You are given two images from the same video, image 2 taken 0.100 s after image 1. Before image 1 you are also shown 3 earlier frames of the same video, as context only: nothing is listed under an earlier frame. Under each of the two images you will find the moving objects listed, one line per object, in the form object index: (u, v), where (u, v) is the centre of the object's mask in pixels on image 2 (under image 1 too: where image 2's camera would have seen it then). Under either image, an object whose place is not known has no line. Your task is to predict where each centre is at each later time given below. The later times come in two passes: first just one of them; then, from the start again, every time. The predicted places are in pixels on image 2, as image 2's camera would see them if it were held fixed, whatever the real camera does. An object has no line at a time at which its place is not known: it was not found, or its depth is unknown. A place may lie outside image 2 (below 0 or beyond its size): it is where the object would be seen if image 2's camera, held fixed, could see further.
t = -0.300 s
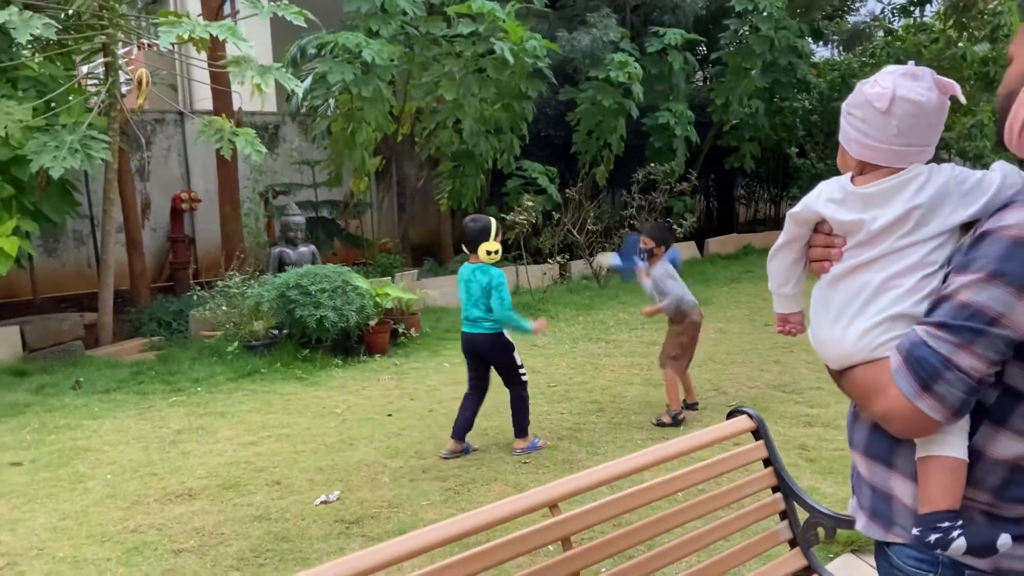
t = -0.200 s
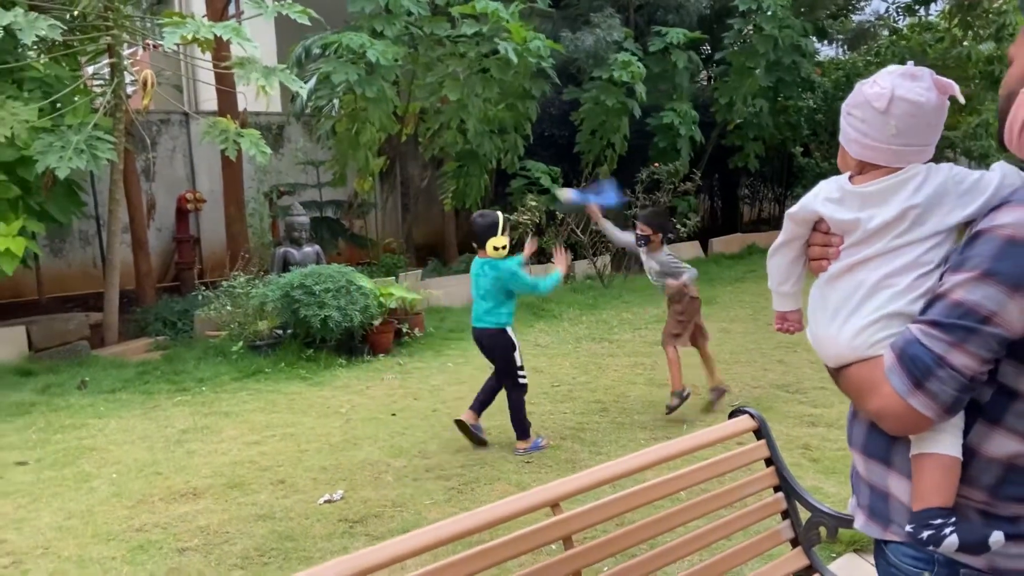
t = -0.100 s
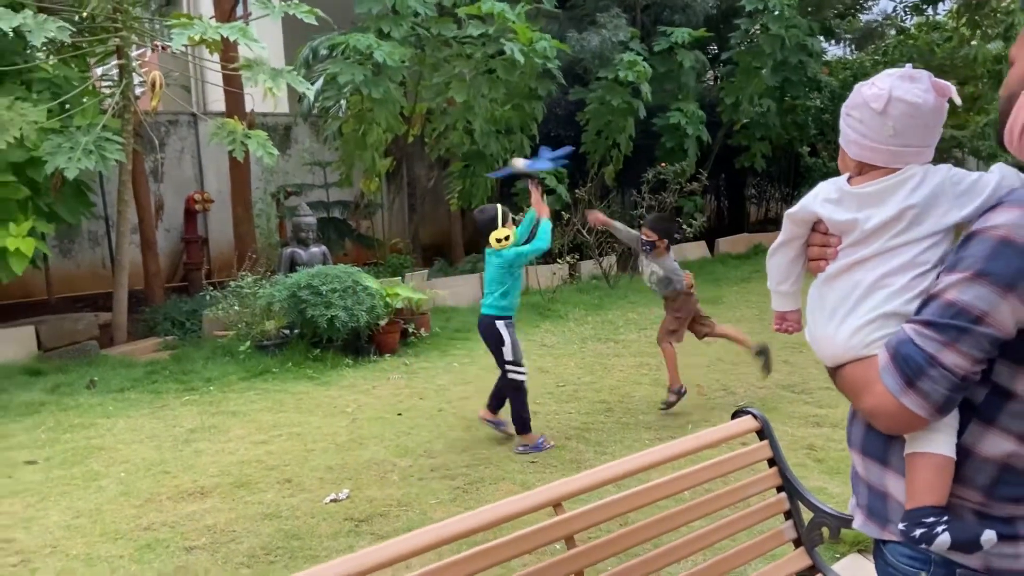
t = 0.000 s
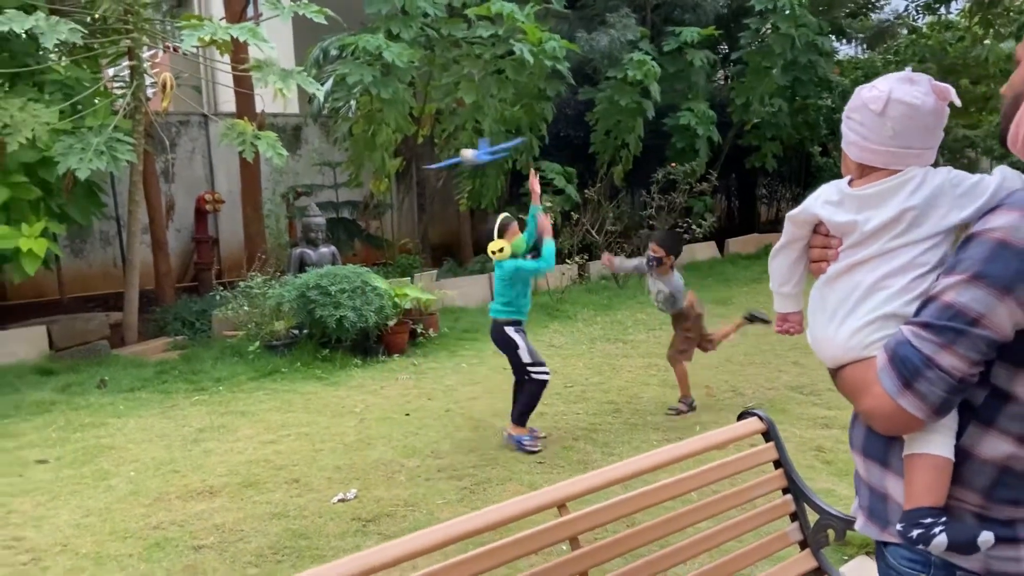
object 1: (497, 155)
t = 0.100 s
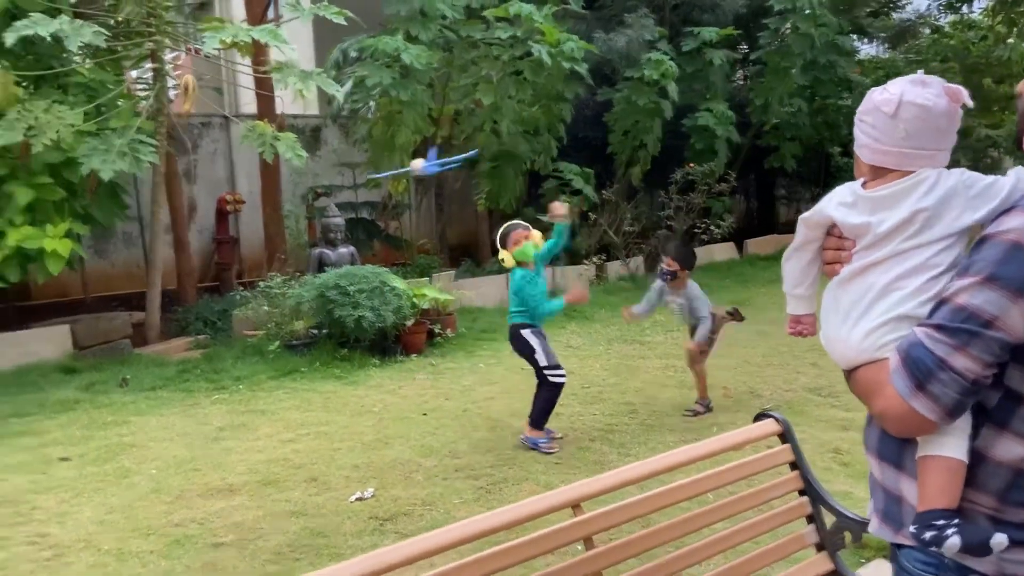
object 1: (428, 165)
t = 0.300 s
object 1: (265, 223)
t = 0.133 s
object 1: (402, 172)
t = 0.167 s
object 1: (374, 181)
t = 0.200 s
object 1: (351, 191)
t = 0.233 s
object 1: (325, 201)
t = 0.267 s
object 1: (292, 211)
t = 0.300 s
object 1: (265, 223)
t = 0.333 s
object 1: (236, 236)
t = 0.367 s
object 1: (206, 250)
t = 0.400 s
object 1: (173, 265)
